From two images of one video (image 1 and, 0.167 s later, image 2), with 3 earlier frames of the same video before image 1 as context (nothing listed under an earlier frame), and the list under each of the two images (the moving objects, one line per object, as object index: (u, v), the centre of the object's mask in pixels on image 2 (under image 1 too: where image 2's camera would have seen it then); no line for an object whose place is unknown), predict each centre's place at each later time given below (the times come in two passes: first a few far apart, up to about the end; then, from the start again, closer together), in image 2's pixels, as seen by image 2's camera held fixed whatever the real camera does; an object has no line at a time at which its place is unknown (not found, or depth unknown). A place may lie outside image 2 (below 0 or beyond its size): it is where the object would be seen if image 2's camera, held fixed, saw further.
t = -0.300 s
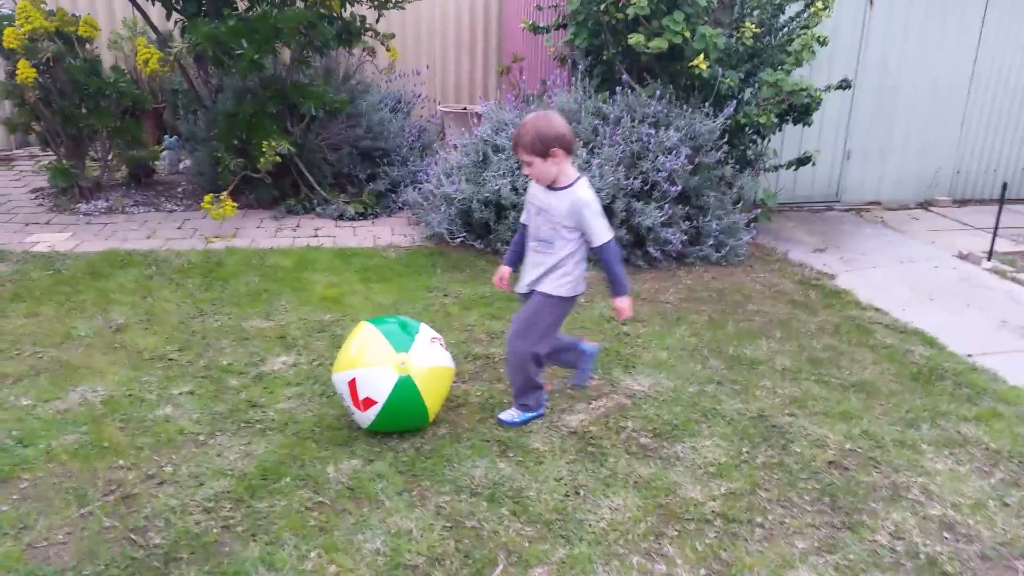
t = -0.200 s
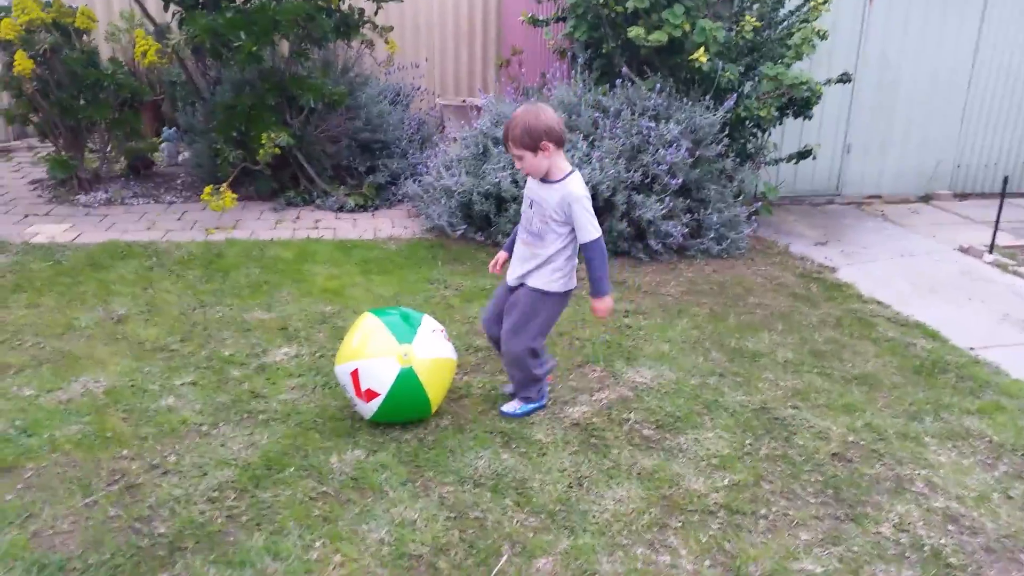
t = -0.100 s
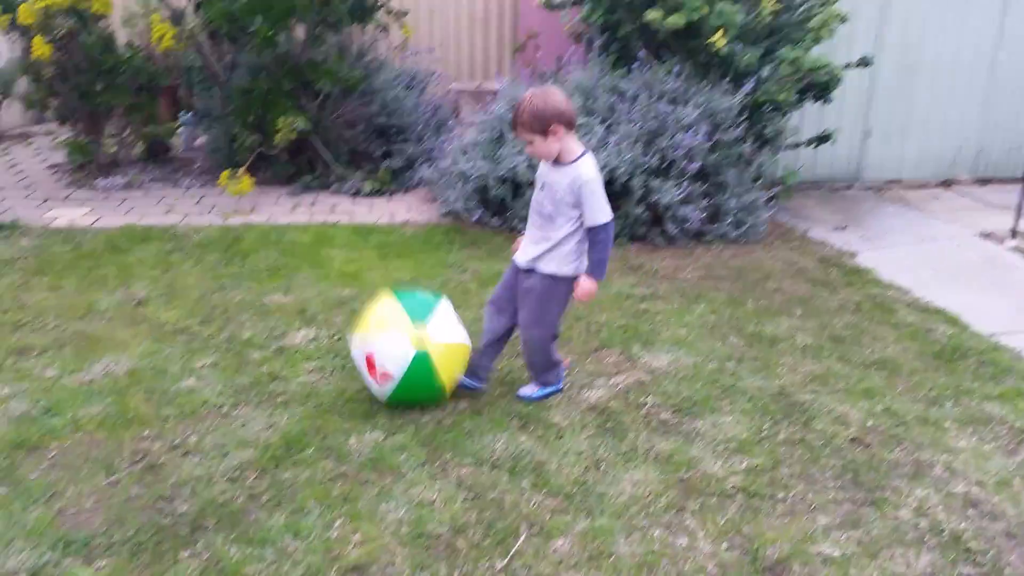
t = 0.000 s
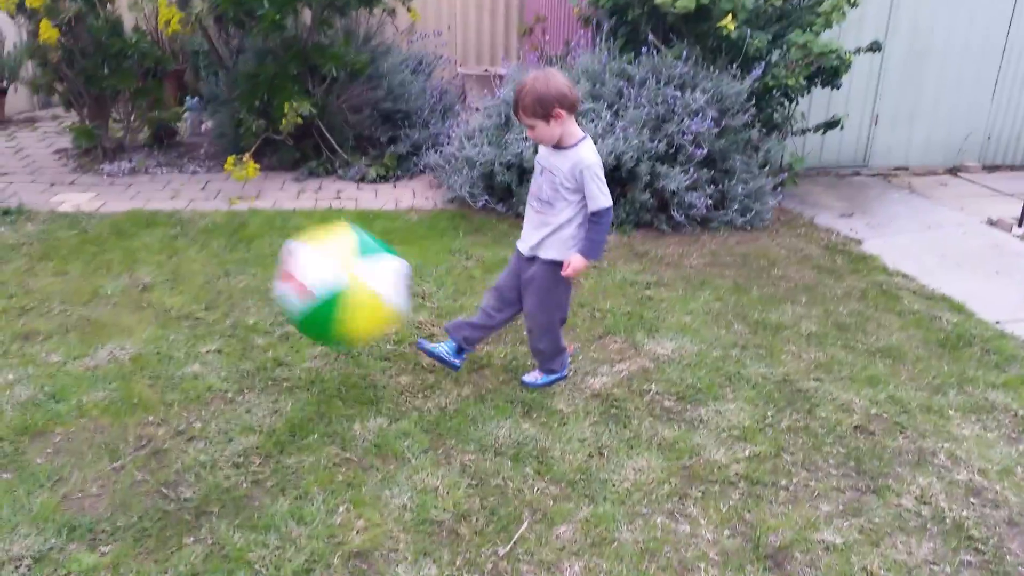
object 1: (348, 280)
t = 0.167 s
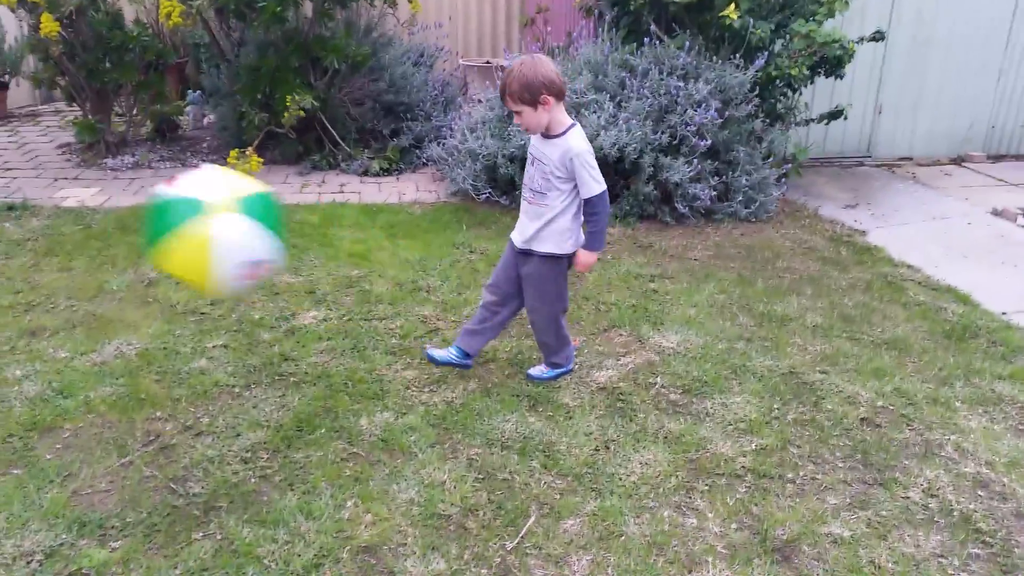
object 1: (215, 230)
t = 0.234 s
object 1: (161, 226)
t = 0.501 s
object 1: (-10, 305)
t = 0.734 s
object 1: (-89, 360)
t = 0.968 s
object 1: (-130, 369)
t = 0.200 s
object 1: (189, 227)
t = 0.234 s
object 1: (161, 226)
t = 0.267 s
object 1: (133, 228)
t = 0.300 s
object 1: (107, 233)
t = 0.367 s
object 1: (58, 249)
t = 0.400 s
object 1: (41, 260)
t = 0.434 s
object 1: (24, 272)
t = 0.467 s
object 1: (8, 286)
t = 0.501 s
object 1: (-10, 305)
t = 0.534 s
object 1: (-28, 326)
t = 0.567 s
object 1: (-45, 350)
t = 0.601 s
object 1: (-57, 371)
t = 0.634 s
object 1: (-65, 375)
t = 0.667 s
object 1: (-72, 370)
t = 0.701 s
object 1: (-79, 365)
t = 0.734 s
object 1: (-89, 360)
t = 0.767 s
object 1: (-100, 360)
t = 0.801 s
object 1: (-110, 361)
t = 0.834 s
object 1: (-118, 363)
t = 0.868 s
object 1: (-125, 364)
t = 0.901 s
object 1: (-128, 365)
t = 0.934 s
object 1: (-130, 366)
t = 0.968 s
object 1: (-130, 369)
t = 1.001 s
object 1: (-125, 368)
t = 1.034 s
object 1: (-134, 365)
